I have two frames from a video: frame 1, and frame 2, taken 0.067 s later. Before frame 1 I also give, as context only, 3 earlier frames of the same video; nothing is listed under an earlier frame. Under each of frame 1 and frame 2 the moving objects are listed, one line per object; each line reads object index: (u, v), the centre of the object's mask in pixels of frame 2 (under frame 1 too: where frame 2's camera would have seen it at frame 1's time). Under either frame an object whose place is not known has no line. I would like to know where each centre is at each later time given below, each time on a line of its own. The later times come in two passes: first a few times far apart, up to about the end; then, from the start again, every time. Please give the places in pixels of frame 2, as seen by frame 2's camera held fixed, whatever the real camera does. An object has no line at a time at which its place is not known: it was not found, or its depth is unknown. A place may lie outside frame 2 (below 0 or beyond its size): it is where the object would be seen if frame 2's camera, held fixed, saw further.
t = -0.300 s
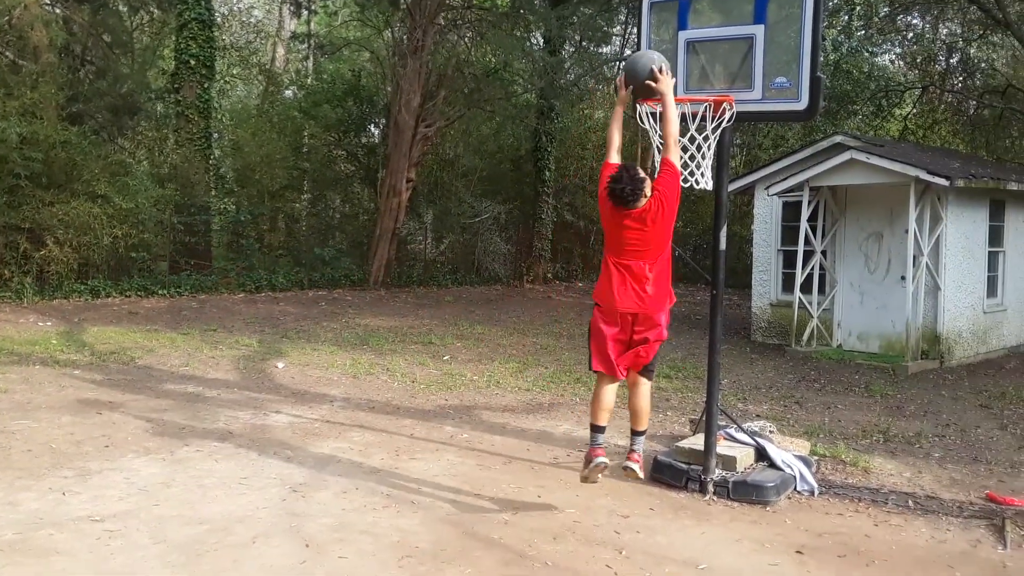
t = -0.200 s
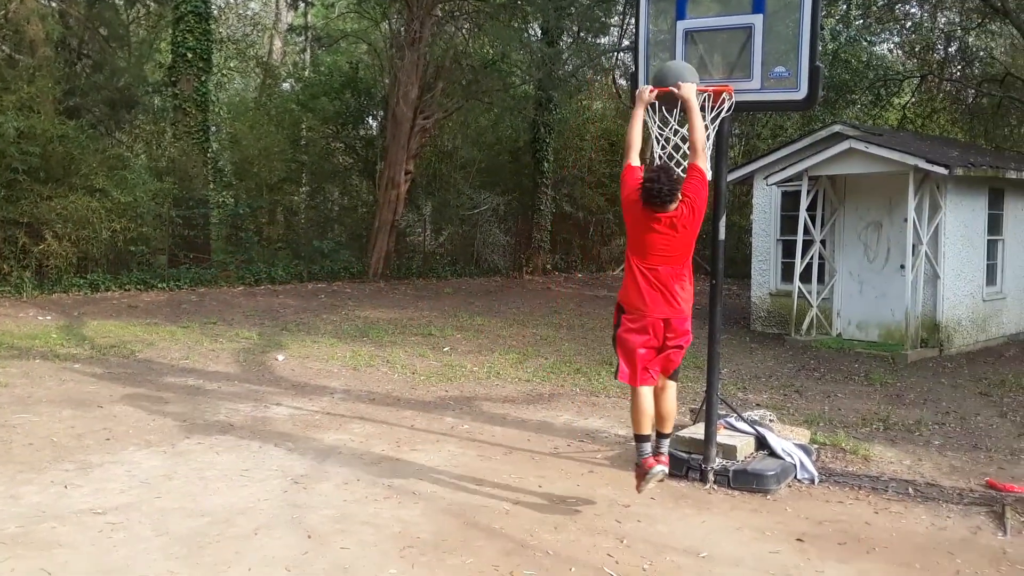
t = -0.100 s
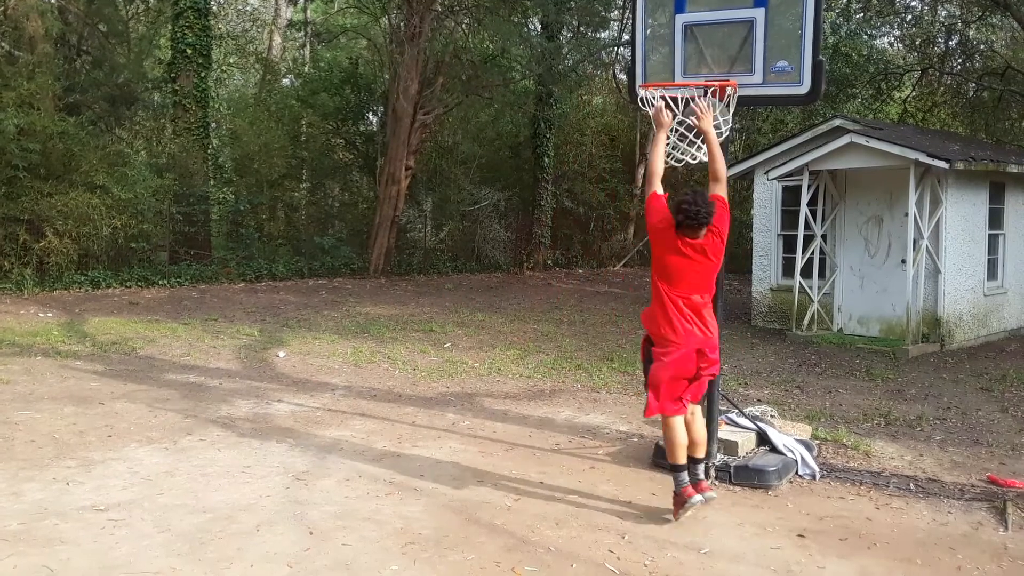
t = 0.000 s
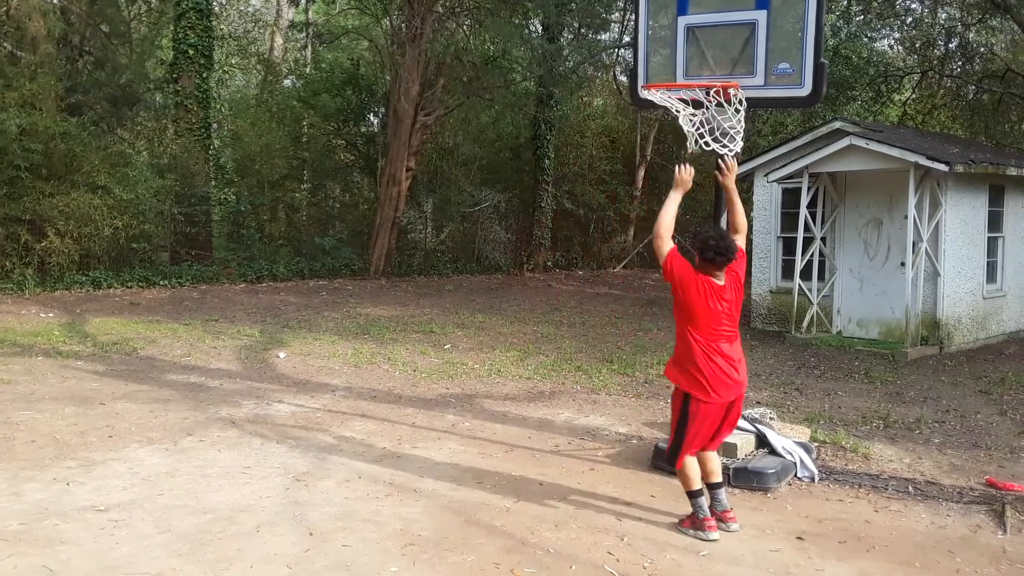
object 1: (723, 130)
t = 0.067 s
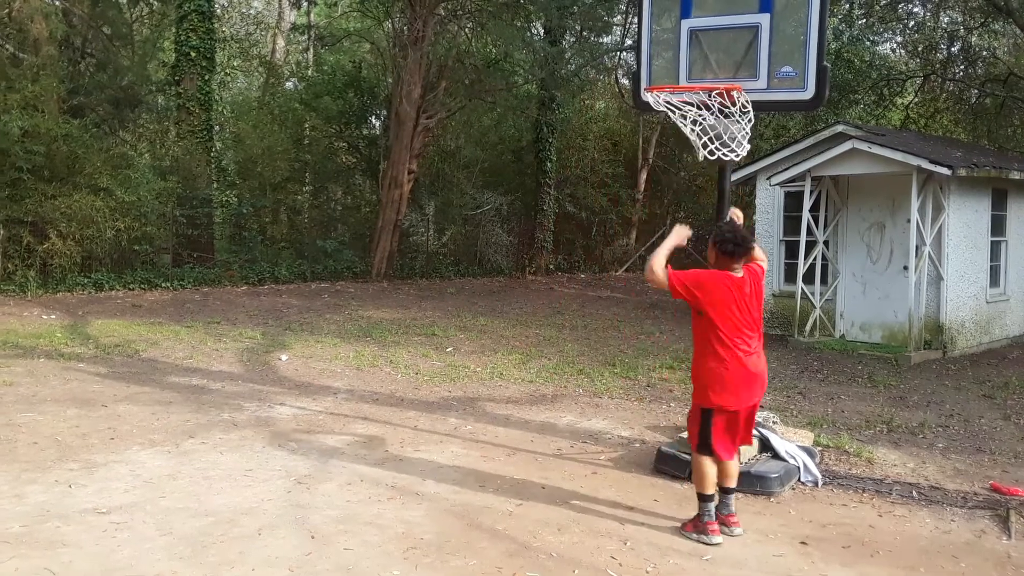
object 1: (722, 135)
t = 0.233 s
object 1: (719, 199)
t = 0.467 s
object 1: (707, 368)
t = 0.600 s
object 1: (697, 502)
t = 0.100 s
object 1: (718, 136)
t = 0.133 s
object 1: (722, 173)
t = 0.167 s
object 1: (722, 178)
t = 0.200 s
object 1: (720, 187)
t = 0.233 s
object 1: (719, 199)
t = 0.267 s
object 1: (718, 216)
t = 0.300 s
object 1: (717, 236)
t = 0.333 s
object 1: (715, 259)
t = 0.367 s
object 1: (713, 282)
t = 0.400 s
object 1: (712, 309)
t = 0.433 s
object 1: (710, 337)
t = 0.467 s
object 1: (707, 368)
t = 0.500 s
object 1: (705, 402)
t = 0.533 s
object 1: (703, 437)
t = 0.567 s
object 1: (700, 474)
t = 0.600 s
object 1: (697, 502)
